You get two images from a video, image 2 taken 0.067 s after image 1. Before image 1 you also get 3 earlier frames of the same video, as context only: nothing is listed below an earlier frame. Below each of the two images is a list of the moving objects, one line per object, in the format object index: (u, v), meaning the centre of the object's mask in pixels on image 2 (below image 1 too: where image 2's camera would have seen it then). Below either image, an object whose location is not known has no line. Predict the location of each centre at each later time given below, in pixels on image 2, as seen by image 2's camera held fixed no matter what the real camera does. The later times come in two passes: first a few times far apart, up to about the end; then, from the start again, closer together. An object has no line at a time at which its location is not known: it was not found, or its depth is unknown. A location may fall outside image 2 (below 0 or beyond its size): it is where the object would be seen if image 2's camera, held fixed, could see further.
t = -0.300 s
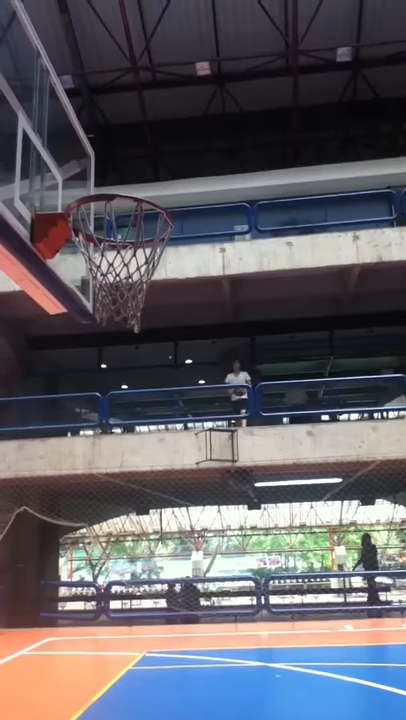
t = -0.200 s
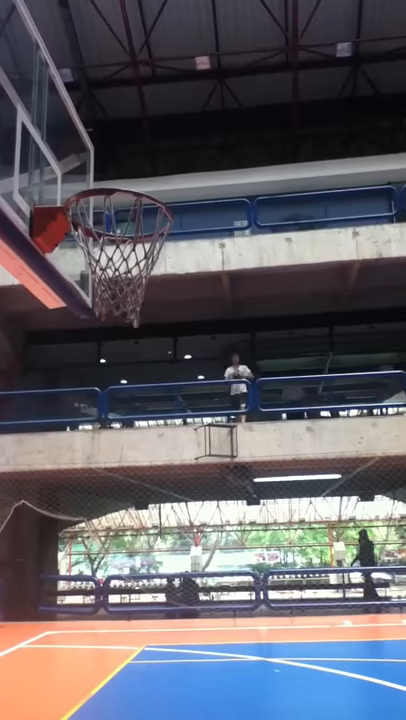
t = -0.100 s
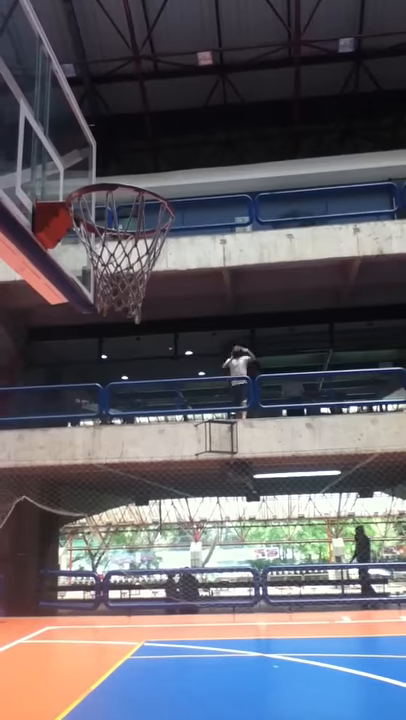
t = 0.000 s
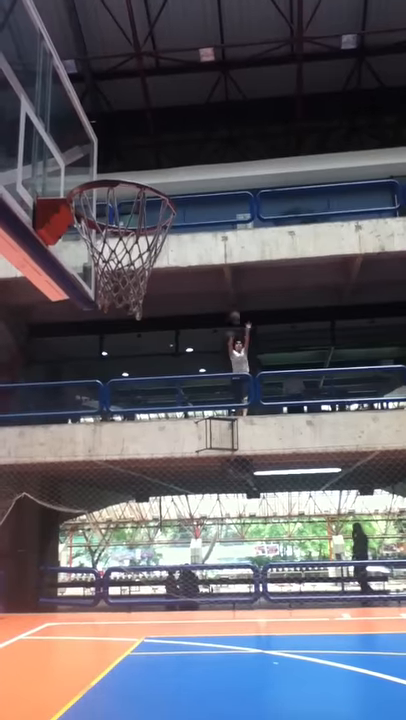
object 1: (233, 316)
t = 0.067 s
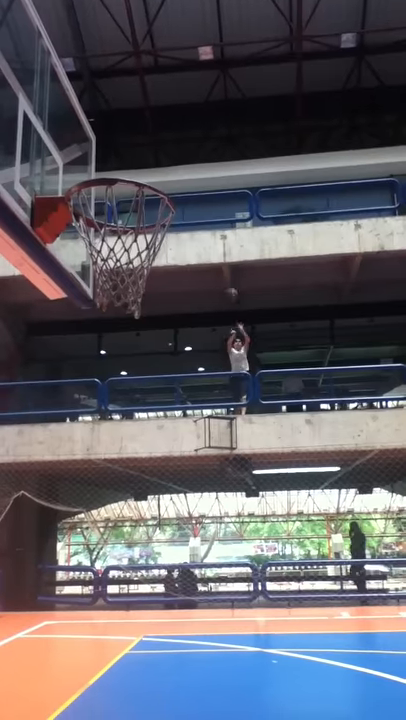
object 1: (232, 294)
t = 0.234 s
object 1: (225, 242)
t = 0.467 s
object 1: (216, 177)
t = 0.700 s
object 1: (207, 125)
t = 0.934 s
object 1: (194, 93)
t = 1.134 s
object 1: (177, 94)
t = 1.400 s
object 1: (128, 229)
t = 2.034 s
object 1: (133, 331)
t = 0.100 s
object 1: (232, 281)
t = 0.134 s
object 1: (230, 270)
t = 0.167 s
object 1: (226, 264)
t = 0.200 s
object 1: (227, 252)
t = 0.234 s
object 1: (225, 242)
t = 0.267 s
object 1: (224, 232)
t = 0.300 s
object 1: (224, 222)
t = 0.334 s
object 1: (221, 213)
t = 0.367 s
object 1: (221, 200)
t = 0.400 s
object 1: (220, 191)
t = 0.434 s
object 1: (217, 186)
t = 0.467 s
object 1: (216, 177)
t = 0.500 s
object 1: (214, 169)
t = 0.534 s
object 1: (214, 160)
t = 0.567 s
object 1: (213, 152)
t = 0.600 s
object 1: (212, 143)
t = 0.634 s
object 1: (210, 136)
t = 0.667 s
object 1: (208, 129)
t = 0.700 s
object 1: (207, 125)
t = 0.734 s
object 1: (205, 119)
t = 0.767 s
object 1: (204, 113)
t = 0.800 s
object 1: (202, 108)
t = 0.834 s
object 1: (201, 104)
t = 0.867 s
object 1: (198, 100)
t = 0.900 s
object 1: (196, 96)
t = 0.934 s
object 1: (194, 93)
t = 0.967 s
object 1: (192, 90)
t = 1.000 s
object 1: (189, 88)
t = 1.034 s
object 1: (186, 87)
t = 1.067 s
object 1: (184, 88)
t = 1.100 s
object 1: (181, 90)
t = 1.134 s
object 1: (177, 94)
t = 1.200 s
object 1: (168, 105)
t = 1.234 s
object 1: (164, 113)
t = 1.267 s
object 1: (159, 123)
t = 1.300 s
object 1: (154, 140)
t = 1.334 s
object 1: (148, 161)
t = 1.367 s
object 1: (134, 189)
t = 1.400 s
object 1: (128, 229)
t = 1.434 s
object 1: (124, 230)
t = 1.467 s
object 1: (124, 225)
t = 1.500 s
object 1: (113, 219)
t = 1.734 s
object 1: (97, 238)
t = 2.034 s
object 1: (133, 331)
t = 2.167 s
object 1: (160, 434)
